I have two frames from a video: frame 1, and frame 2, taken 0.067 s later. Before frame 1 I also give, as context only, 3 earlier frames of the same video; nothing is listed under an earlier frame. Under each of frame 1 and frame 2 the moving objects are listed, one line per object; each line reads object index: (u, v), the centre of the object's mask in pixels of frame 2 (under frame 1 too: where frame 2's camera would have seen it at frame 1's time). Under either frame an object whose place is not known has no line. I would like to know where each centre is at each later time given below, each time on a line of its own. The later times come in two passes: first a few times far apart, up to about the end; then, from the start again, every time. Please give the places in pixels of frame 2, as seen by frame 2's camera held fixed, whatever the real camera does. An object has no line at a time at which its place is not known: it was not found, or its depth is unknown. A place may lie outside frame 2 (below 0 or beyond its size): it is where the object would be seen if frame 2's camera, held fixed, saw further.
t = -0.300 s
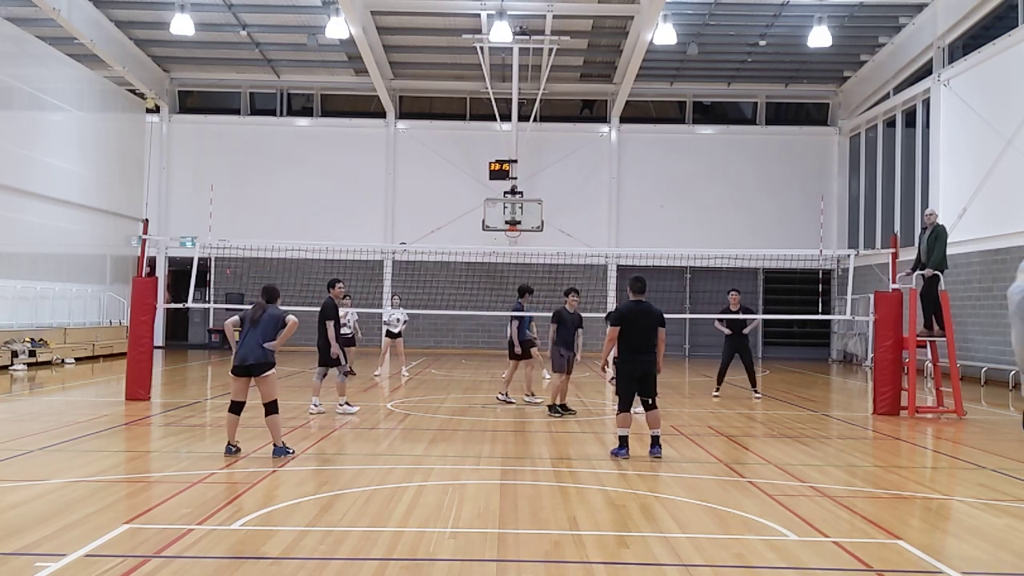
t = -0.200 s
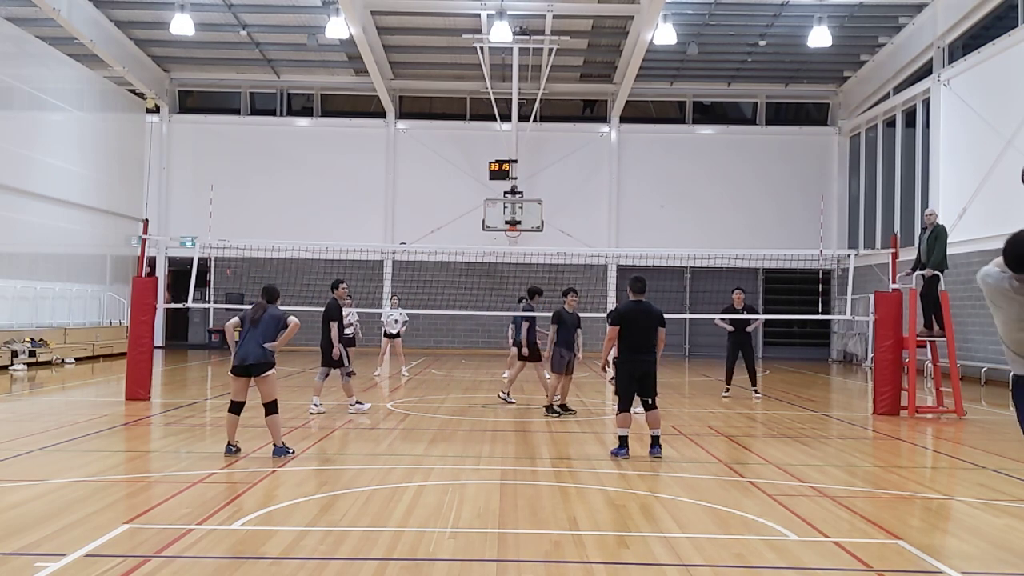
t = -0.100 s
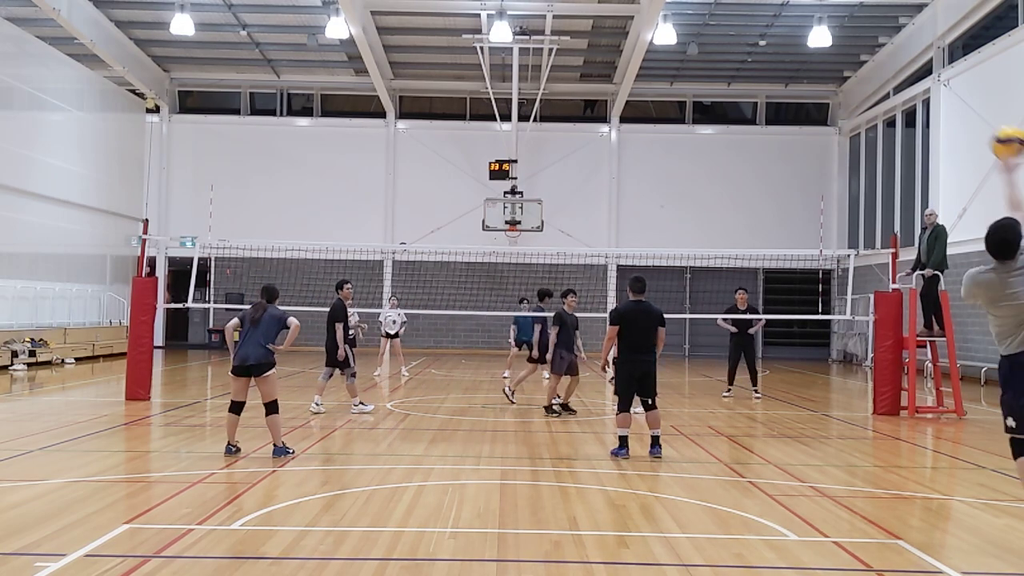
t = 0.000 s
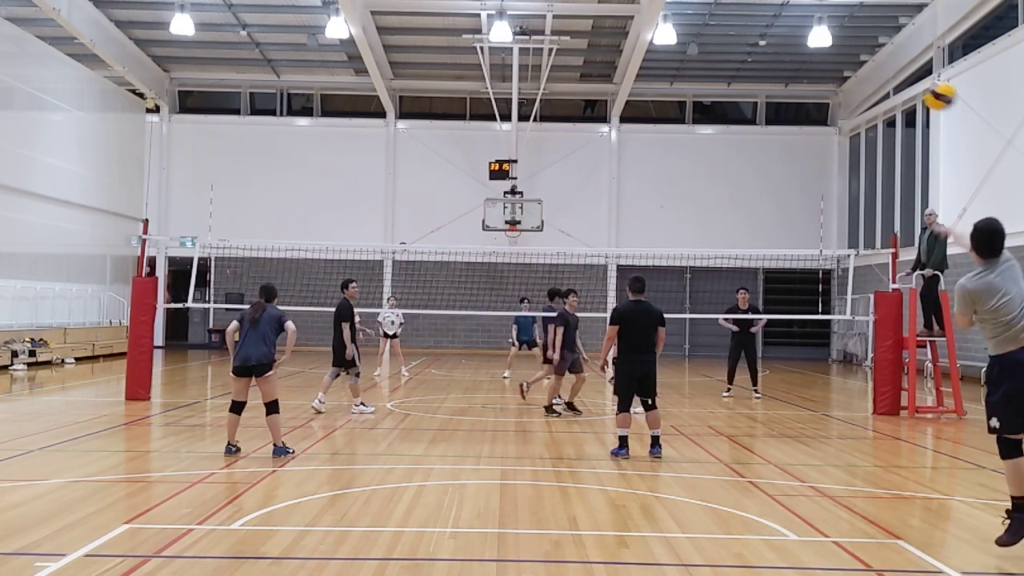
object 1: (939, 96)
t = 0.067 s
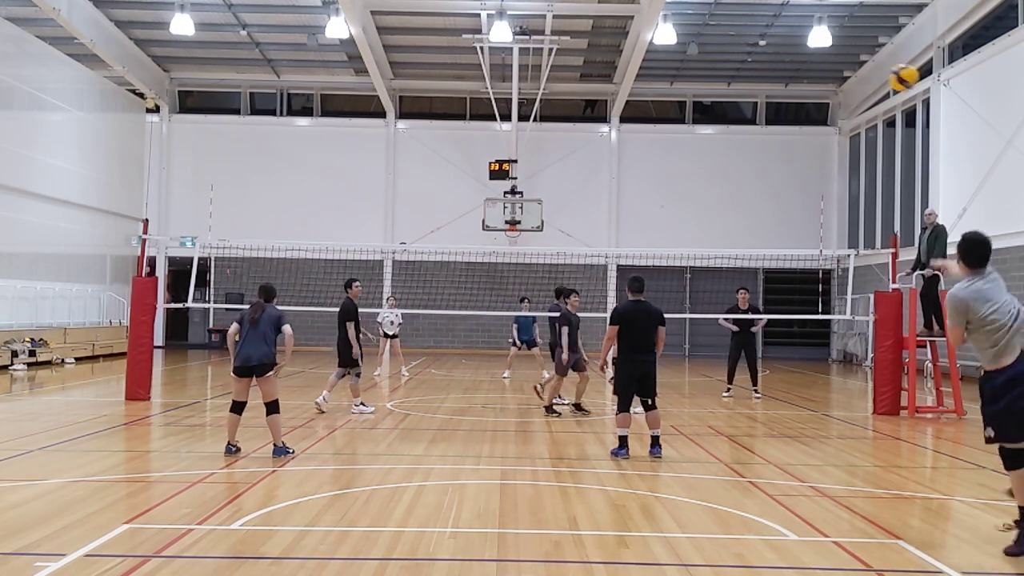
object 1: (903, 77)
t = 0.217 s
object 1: (838, 61)
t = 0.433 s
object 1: (773, 74)
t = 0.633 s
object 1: (731, 110)
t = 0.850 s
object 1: (698, 167)
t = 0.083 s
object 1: (895, 75)
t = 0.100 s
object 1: (886, 71)
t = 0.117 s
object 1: (878, 69)
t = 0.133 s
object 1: (870, 67)
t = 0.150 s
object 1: (863, 65)
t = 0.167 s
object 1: (857, 64)
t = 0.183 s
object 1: (850, 63)
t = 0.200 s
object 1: (845, 62)
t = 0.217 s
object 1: (838, 61)
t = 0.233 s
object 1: (833, 61)
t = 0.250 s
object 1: (827, 61)
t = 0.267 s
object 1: (821, 61)
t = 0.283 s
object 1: (816, 61)
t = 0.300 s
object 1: (811, 62)
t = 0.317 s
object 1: (806, 63)
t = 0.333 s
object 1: (801, 64)
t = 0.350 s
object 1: (796, 65)
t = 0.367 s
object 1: (791, 67)
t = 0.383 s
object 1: (786, 69)
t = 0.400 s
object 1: (782, 71)
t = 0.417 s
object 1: (777, 72)
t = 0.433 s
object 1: (773, 74)
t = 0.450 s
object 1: (769, 77)
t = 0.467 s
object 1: (765, 79)
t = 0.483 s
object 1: (761, 82)
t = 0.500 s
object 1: (757, 85)
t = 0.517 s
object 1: (753, 87)
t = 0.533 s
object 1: (750, 90)
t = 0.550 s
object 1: (747, 93)
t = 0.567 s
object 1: (743, 97)
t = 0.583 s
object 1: (740, 100)
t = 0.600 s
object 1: (737, 103)
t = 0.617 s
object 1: (734, 106)
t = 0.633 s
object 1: (731, 110)
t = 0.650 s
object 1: (729, 113)
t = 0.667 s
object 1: (726, 117)
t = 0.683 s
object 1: (723, 121)
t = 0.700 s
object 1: (720, 124)
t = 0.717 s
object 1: (718, 129)
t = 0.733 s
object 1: (715, 134)
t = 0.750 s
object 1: (712, 138)
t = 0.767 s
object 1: (710, 143)
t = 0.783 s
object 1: (707, 148)
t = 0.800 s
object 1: (705, 152)
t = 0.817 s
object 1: (702, 156)
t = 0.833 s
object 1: (700, 162)
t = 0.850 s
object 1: (698, 167)
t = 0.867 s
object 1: (696, 171)
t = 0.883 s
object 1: (693, 176)
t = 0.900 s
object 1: (691, 181)
